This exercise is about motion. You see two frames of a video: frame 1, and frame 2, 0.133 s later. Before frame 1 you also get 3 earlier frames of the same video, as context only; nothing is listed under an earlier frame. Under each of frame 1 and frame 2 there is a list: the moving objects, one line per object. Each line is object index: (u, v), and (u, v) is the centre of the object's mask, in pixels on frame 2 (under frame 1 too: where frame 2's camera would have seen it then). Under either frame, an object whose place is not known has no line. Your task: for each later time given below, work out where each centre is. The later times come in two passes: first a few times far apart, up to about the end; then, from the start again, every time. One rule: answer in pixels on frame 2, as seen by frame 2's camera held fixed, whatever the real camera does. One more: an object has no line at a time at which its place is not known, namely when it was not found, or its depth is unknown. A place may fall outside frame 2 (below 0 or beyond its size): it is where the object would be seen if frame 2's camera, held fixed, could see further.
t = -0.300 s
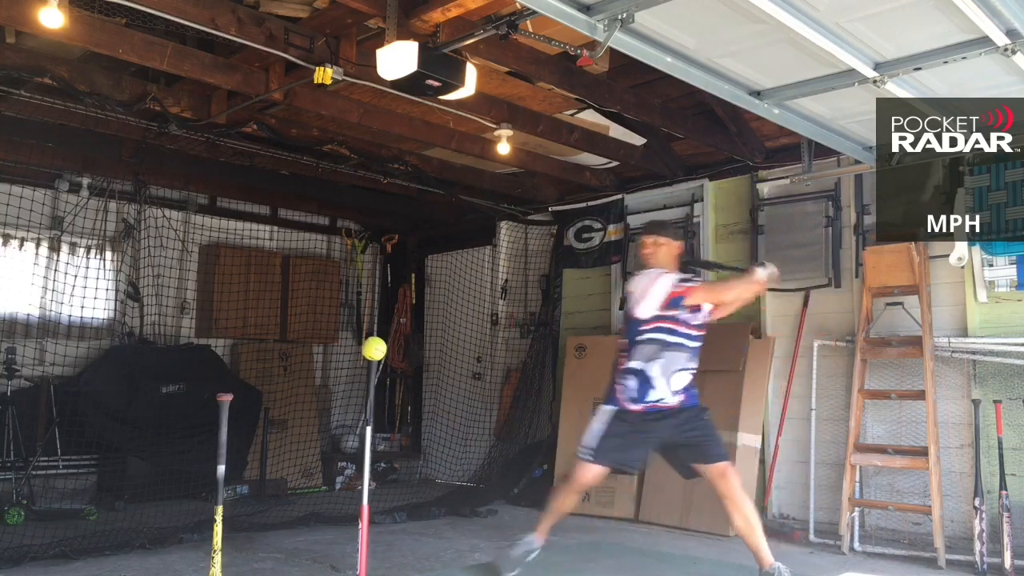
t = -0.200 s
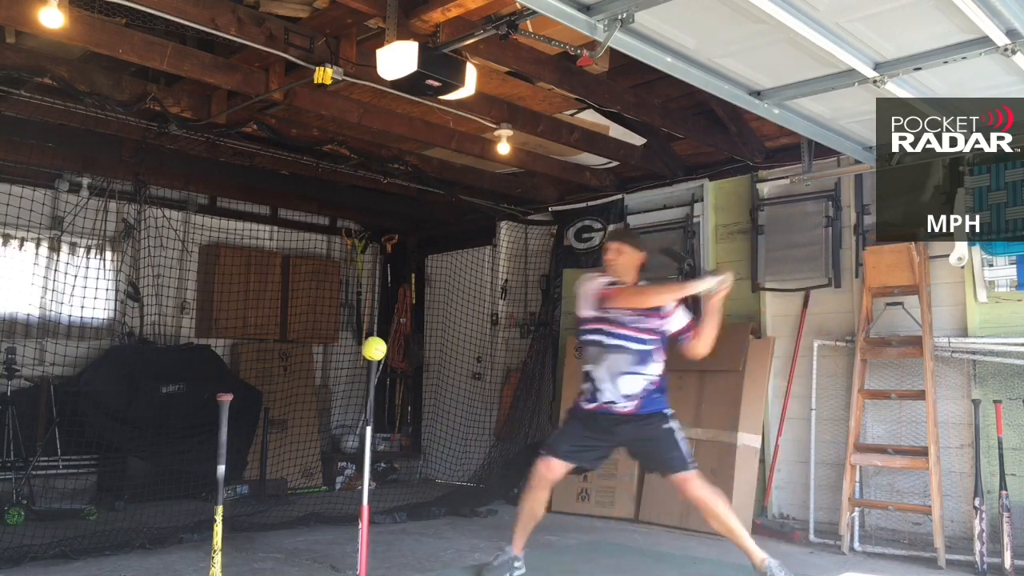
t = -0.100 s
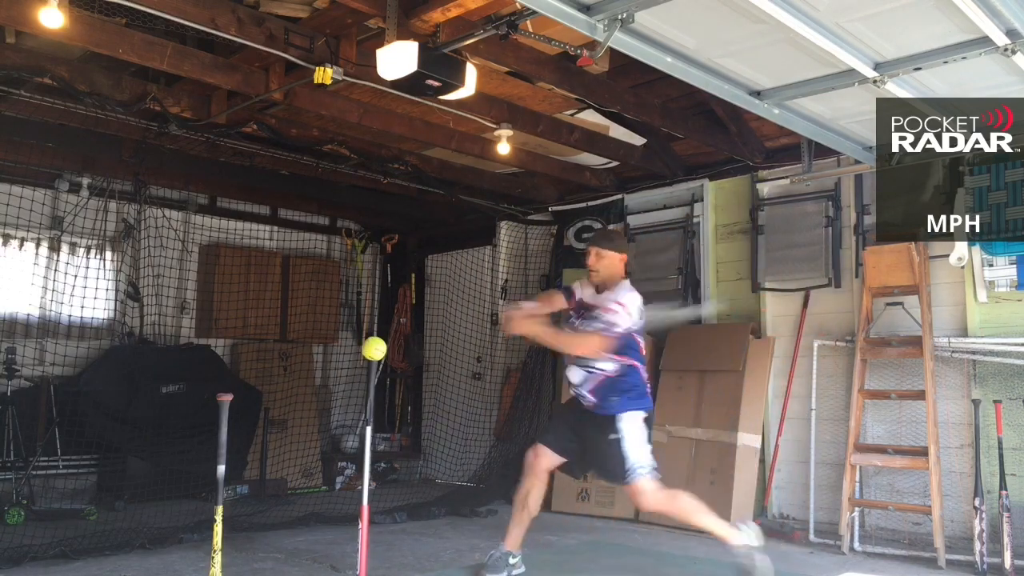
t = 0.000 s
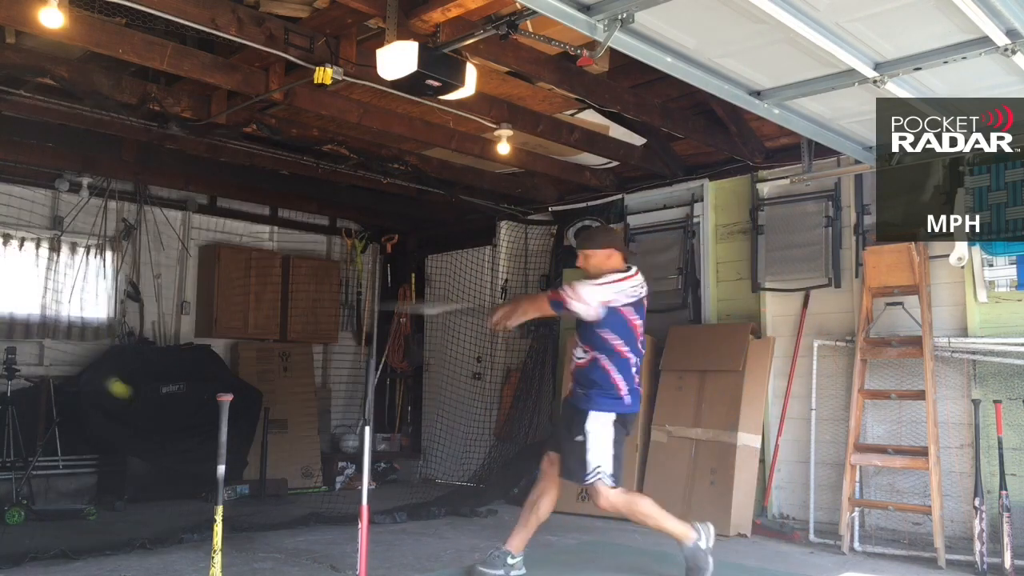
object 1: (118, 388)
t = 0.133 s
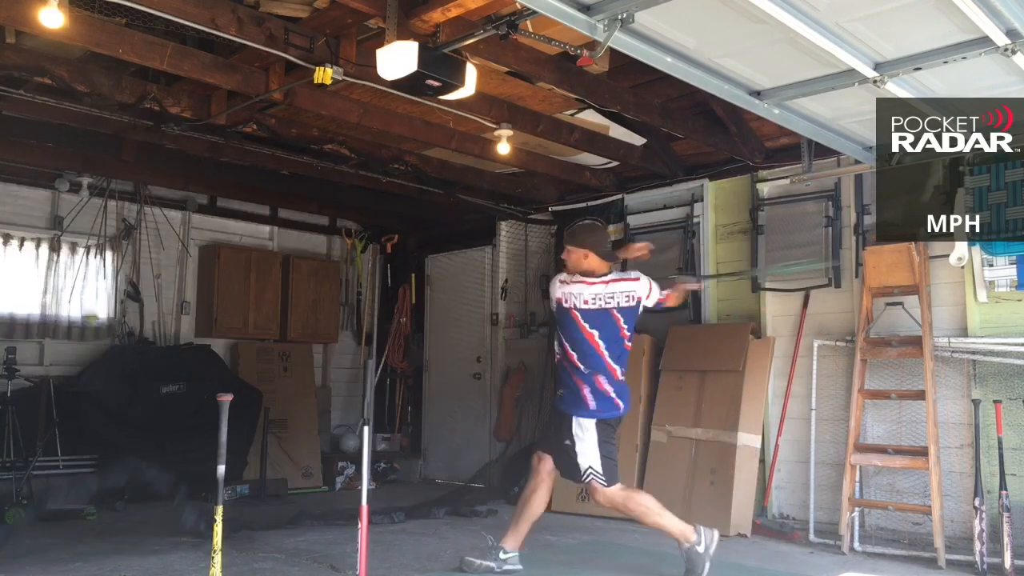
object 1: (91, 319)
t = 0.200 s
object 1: (83, 293)
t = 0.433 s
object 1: (68, 275)
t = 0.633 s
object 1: (60, 339)
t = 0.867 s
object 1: (57, 512)
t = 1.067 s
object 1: (86, 479)
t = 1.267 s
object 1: (111, 512)
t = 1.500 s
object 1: (138, 540)
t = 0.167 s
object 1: (86, 304)
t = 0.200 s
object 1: (83, 293)
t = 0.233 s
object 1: (81, 285)
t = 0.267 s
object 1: (78, 278)
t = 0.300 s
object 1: (76, 274)
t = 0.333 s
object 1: (73, 271)
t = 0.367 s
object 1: (72, 270)
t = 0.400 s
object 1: (69, 271)
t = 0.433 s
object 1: (68, 275)
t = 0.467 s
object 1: (66, 280)
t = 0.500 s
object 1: (64, 287)
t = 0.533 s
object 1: (62, 297)
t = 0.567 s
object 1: (61, 308)
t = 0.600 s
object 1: (61, 323)
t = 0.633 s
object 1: (60, 339)
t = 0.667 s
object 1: (59, 357)
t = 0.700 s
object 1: (58, 378)
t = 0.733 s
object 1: (56, 401)
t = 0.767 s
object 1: (55, 426)
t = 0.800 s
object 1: (57, 453)
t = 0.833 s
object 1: (56, 483)
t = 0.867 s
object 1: (57, 512)
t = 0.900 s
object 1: (59, 535)
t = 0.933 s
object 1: (64, 518)
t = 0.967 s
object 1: (70, 504)
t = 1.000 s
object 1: (75, 491)
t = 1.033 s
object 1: (81, 483)
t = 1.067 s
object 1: (86, 479)
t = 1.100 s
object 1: (91, 478)
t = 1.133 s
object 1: (95, 480)
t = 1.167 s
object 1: (99, 485)
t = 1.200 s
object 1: (103, 491)
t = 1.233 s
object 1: (107, 500)
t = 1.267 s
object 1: (111, 512)
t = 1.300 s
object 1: (116, 525)
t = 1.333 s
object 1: (120, 540)
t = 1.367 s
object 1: (124, 537)
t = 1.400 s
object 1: (128, 534)
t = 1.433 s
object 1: (131, 534)
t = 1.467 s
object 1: (135, 536)
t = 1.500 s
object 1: (138, 540)
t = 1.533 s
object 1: (141, 546)
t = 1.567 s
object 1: (144, 550)
